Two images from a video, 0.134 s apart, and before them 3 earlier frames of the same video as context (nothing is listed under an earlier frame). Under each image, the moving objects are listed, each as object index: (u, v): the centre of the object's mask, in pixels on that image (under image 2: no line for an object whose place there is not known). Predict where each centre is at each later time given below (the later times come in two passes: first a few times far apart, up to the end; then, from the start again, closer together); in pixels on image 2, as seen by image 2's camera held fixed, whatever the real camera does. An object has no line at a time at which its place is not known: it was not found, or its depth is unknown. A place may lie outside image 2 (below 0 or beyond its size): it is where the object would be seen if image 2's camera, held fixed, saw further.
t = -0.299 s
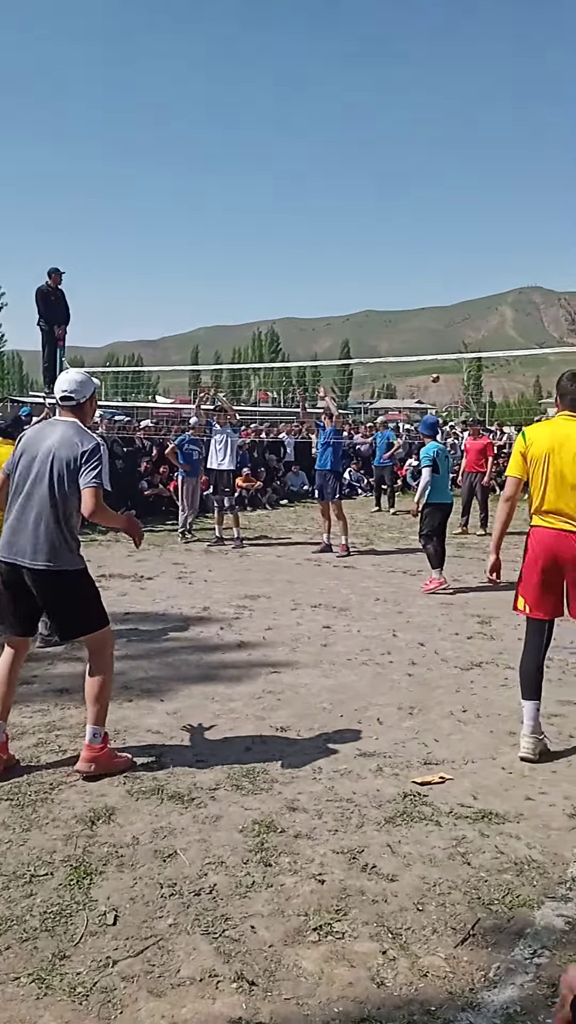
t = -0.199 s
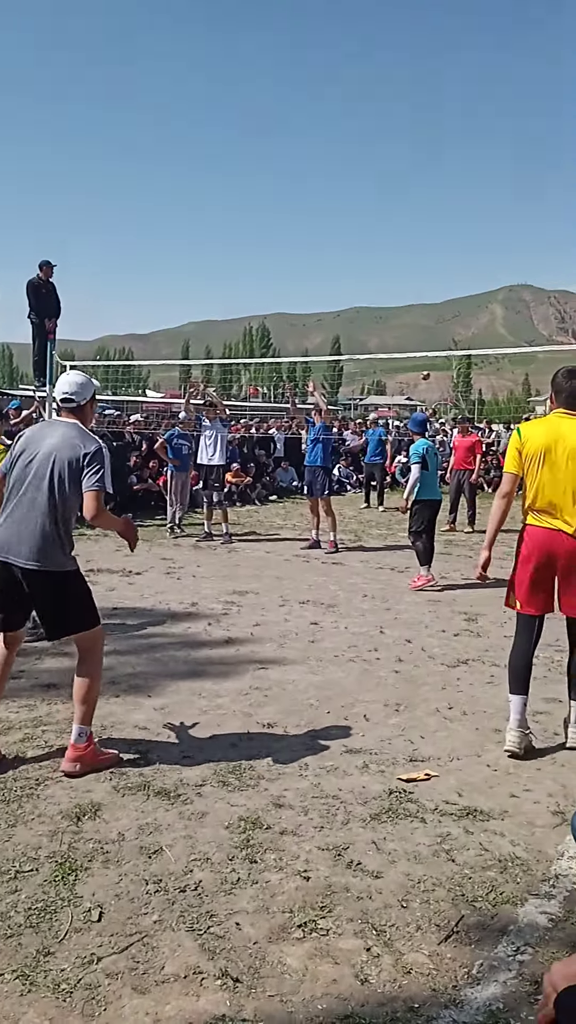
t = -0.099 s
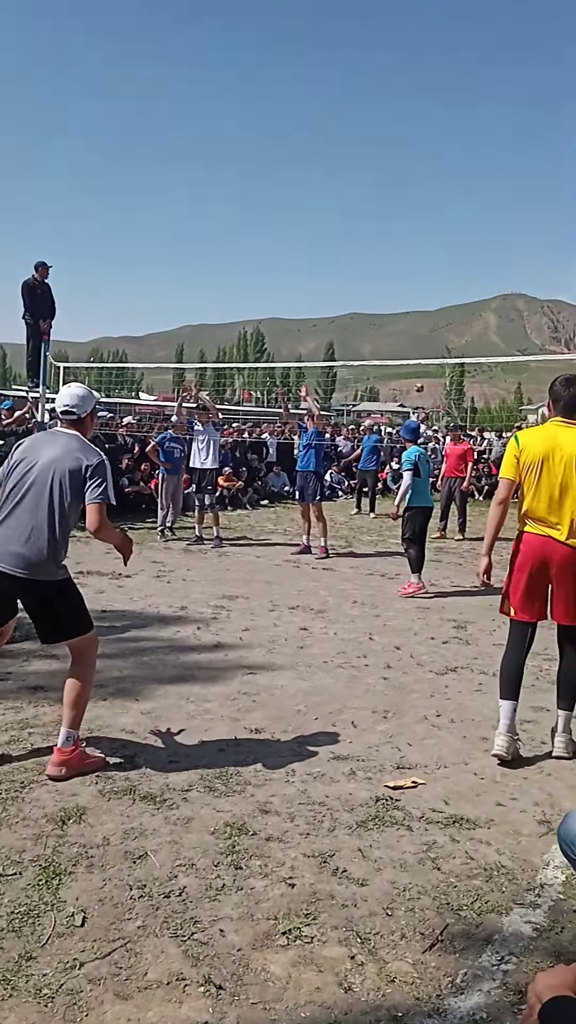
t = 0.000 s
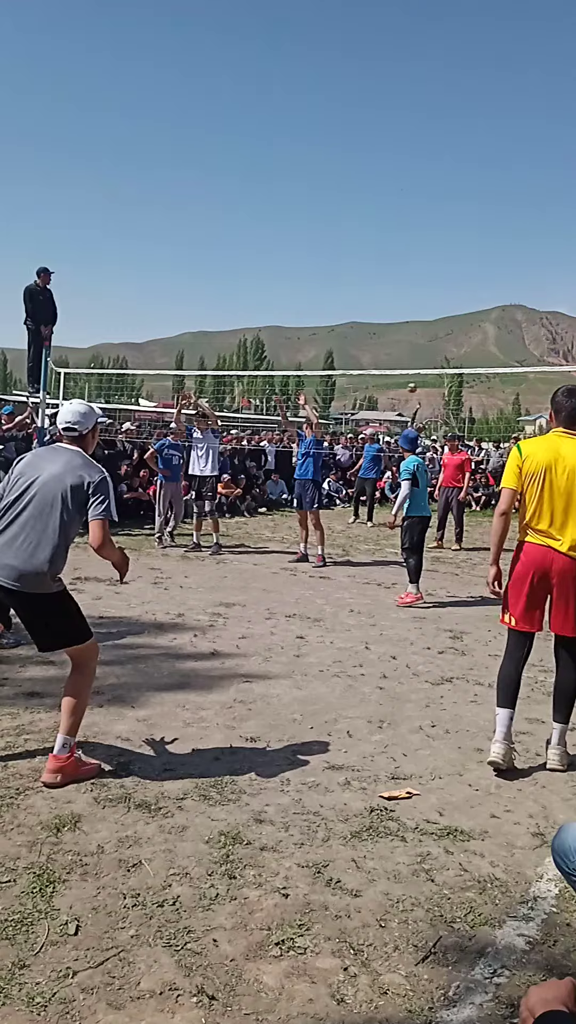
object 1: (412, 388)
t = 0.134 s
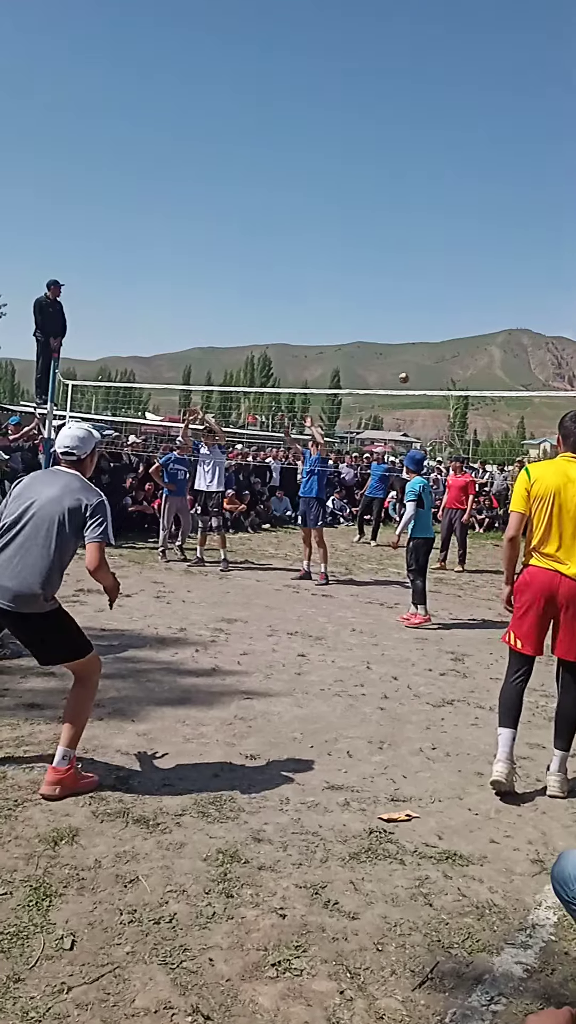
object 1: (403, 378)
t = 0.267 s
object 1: (388, 350)
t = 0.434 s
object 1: (365, 318)
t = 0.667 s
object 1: (311, 291)
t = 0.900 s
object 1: (211, 310)
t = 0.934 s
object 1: (190, 320)
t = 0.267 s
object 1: (388, 350)
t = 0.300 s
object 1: (384, 343)
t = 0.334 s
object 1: (380, 337)
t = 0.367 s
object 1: (375, 330)
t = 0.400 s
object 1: (370, 324)
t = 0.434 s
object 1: (365, 318)
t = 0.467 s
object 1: (359, 313)
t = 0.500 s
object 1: (352, 309)
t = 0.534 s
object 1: (345, 304)
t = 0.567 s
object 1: (337, 299)
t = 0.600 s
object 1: (330, 295)
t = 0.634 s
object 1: (320, 293)
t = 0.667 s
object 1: (311, 291)
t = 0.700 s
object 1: (300, 289)
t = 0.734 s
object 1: (289, 289)
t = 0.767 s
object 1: (276, 290)
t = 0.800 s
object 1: (262, 292)
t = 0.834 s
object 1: (247, 297)
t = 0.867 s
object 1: (229, 302)
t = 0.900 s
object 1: (211, 310)
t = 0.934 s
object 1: (190, 320)
